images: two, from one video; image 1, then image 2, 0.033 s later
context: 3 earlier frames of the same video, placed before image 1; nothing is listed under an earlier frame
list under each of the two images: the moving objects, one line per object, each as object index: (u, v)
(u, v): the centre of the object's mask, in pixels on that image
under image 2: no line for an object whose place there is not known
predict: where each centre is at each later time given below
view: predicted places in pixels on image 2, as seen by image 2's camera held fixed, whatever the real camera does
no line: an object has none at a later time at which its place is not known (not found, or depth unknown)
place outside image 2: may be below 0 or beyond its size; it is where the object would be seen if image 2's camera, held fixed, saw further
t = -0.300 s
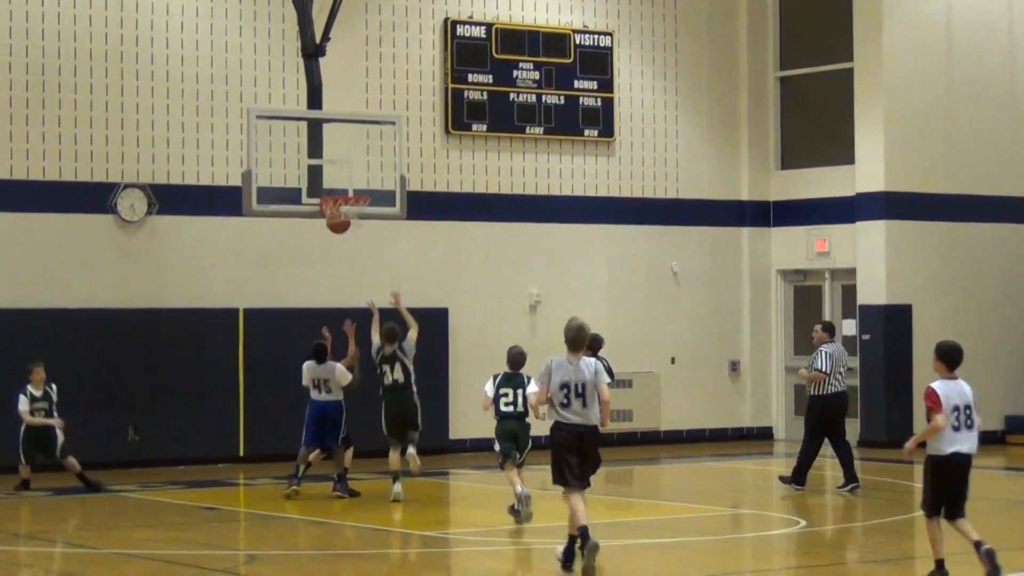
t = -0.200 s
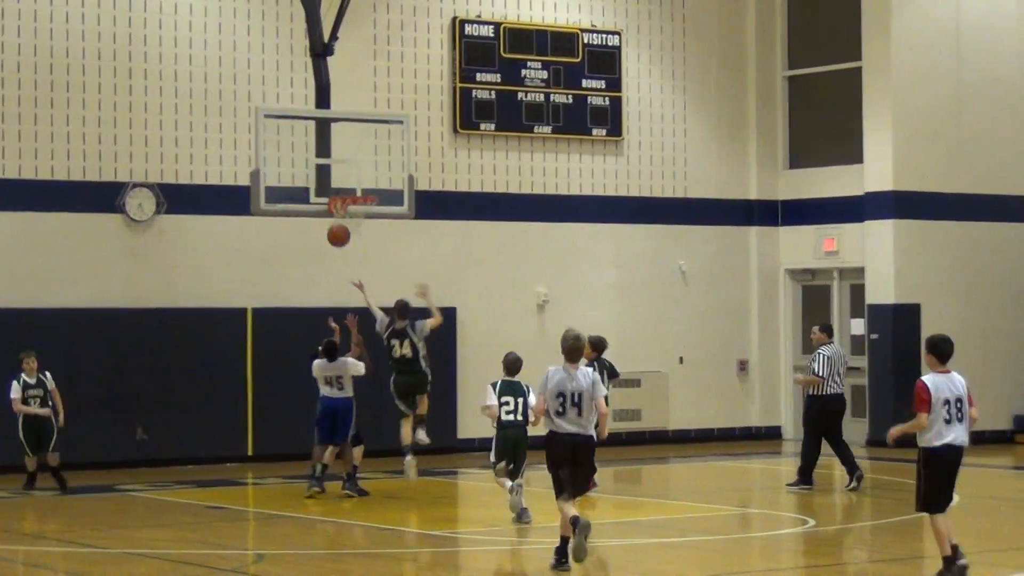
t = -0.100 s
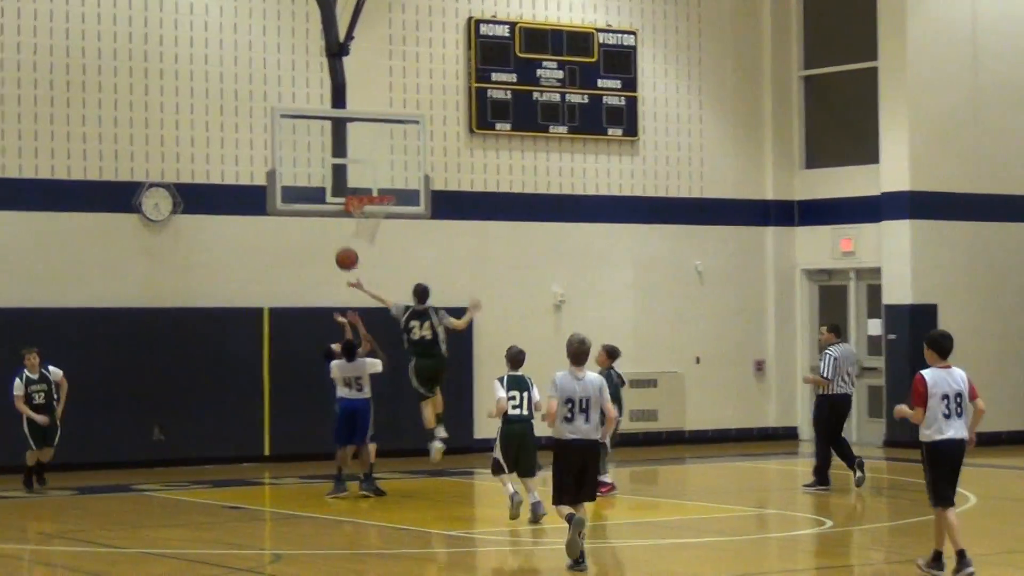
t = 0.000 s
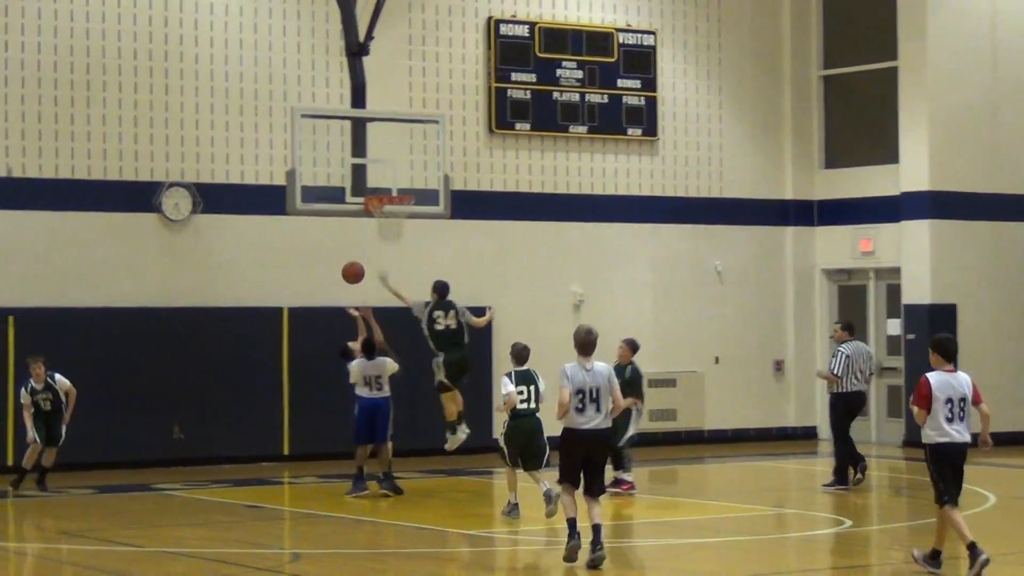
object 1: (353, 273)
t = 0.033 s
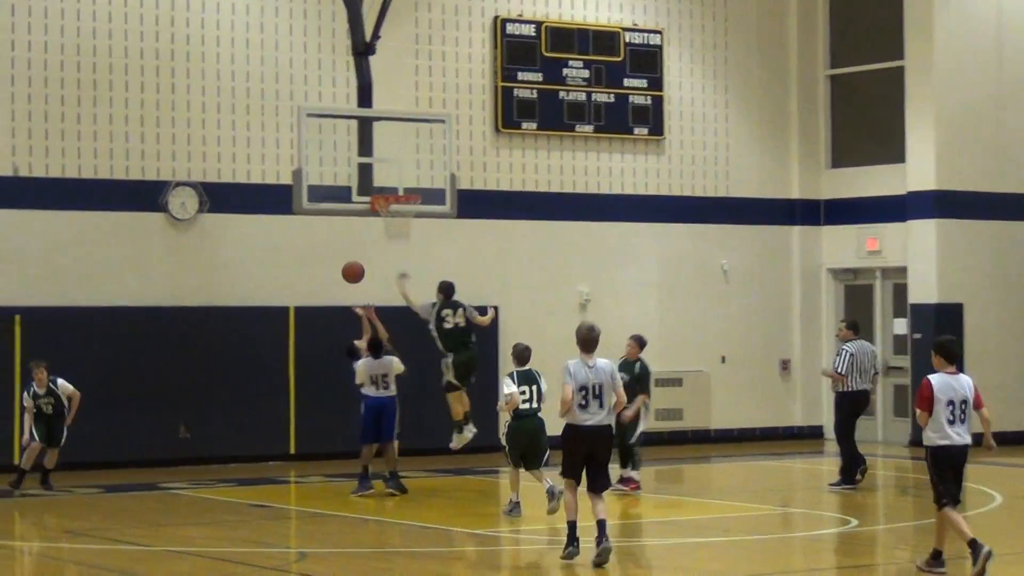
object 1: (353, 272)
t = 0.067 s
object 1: (346, 273)
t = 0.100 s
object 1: (340, 276)
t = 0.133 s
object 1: (334, 279)
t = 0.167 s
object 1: (327, 283)
